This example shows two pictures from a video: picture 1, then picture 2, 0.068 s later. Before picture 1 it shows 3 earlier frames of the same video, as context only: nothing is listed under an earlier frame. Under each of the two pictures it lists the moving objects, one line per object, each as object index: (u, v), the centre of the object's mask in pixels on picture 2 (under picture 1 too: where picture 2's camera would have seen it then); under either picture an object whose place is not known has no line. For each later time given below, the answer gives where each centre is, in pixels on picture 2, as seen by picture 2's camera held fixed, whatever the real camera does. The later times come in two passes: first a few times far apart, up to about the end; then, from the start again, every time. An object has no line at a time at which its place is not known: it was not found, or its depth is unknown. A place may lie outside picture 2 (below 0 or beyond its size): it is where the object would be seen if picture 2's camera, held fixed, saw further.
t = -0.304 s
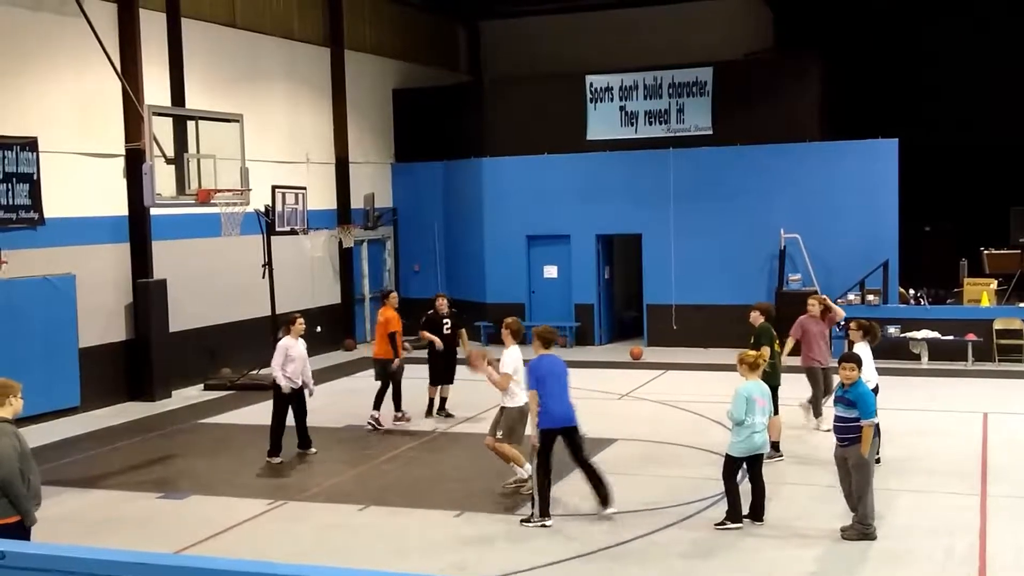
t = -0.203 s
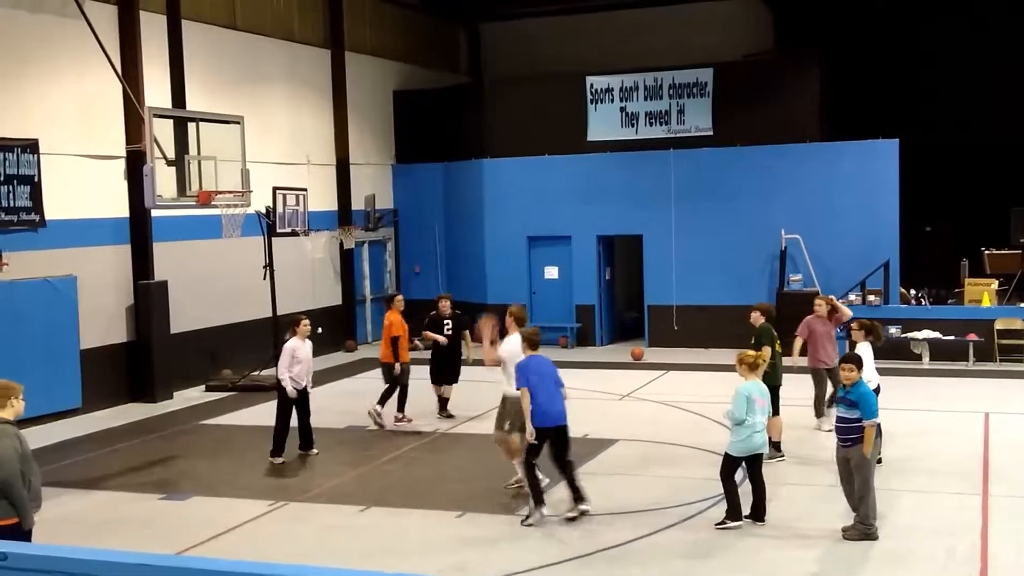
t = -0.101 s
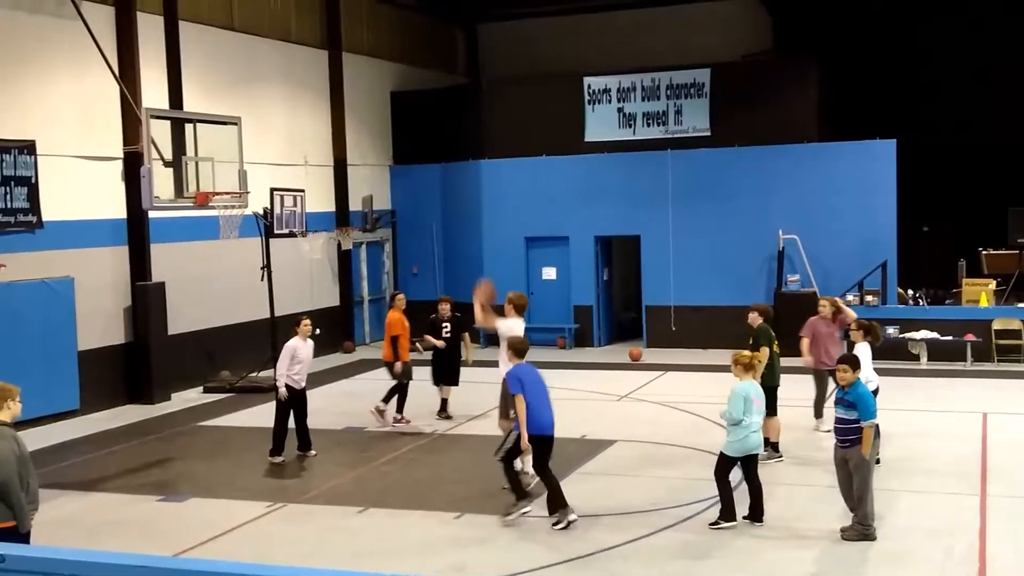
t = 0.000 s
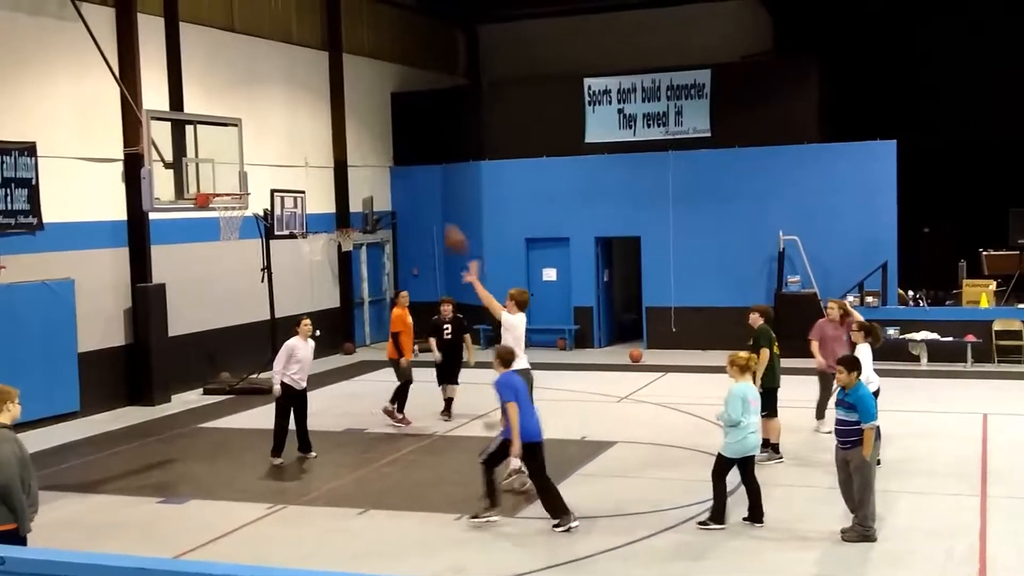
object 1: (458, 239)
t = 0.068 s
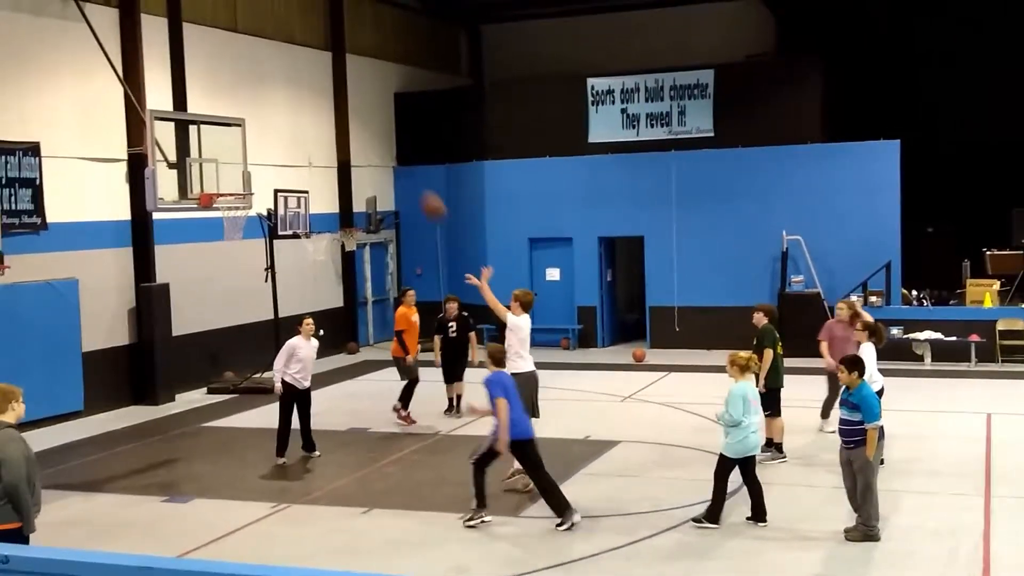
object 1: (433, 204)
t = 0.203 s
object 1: (385, 157)
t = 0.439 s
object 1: (307, 108)
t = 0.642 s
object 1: (248, 110)
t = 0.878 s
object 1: (191, 154)
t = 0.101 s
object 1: (421, 190)
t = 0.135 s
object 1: (410, 177)
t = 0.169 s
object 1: (397, 166)
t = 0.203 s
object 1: (385, 157)
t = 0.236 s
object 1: (373, 148)
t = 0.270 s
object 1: (362, 138)
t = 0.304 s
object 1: (350, 129)
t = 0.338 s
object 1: (340, 122)
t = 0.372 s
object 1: (330, 117)
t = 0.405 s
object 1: (318, 112)
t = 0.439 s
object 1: (307, 108)
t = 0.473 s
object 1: (297, 106)
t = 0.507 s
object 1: (287, 105)
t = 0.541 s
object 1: (277, 105)
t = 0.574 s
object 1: (267, 105)
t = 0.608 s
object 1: (257, 107)
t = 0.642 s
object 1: (248, 110)
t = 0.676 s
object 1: (239, 114)
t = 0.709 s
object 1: (230, 118)
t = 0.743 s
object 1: (221, 123)
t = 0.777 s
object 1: (212, 131)
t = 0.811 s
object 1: (203, 139)
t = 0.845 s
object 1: (193, 147)
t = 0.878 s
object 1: (191, 154)
